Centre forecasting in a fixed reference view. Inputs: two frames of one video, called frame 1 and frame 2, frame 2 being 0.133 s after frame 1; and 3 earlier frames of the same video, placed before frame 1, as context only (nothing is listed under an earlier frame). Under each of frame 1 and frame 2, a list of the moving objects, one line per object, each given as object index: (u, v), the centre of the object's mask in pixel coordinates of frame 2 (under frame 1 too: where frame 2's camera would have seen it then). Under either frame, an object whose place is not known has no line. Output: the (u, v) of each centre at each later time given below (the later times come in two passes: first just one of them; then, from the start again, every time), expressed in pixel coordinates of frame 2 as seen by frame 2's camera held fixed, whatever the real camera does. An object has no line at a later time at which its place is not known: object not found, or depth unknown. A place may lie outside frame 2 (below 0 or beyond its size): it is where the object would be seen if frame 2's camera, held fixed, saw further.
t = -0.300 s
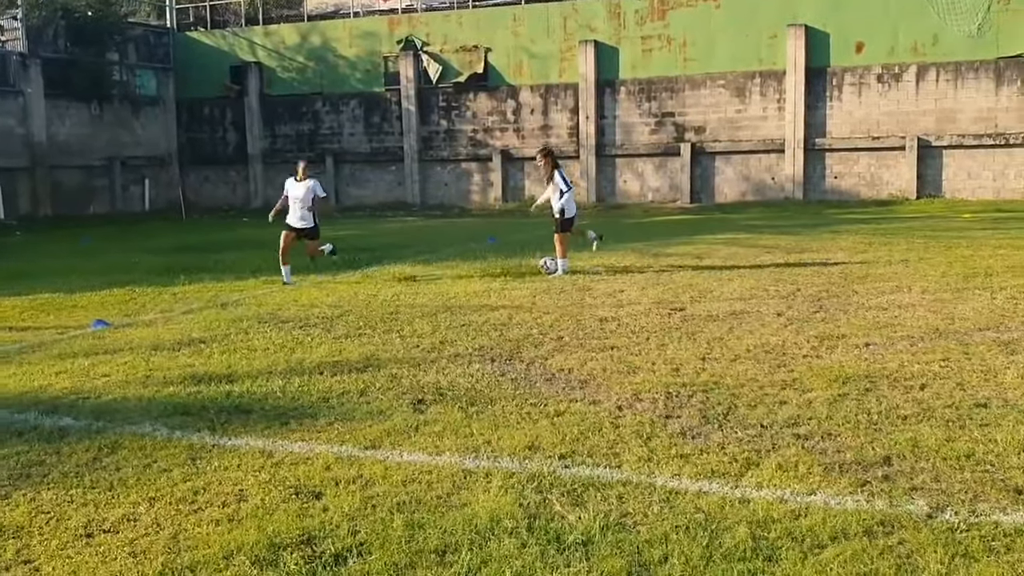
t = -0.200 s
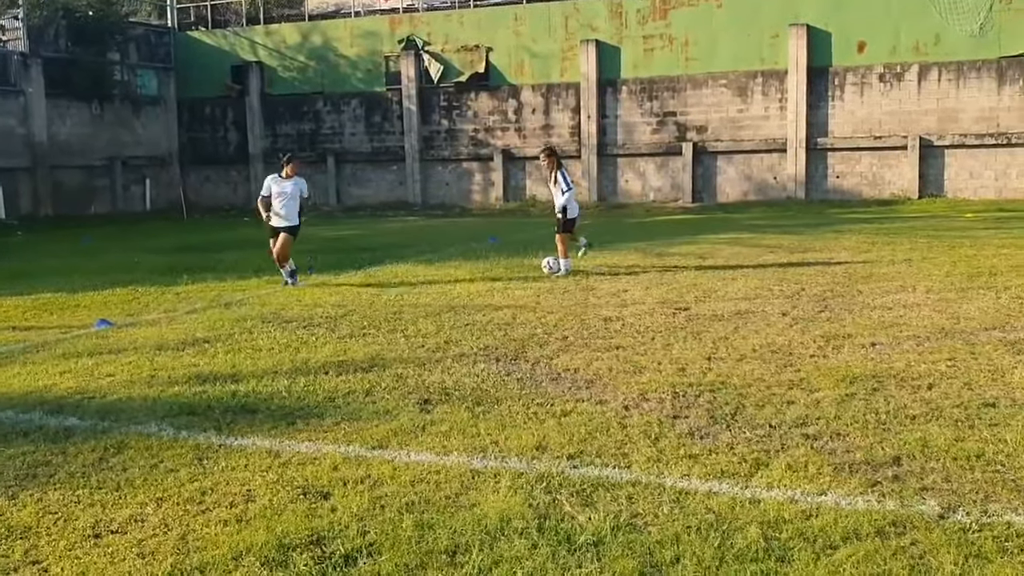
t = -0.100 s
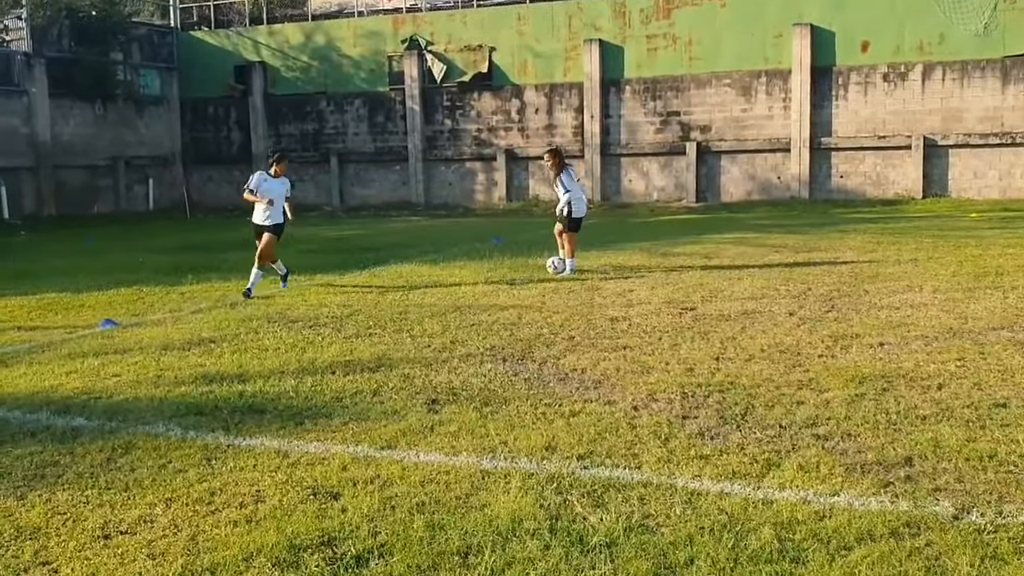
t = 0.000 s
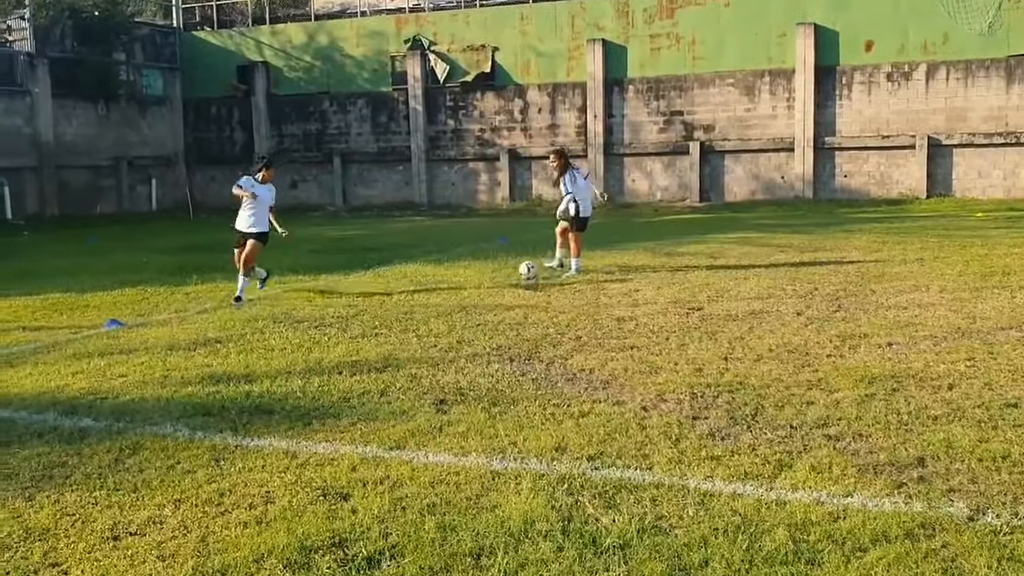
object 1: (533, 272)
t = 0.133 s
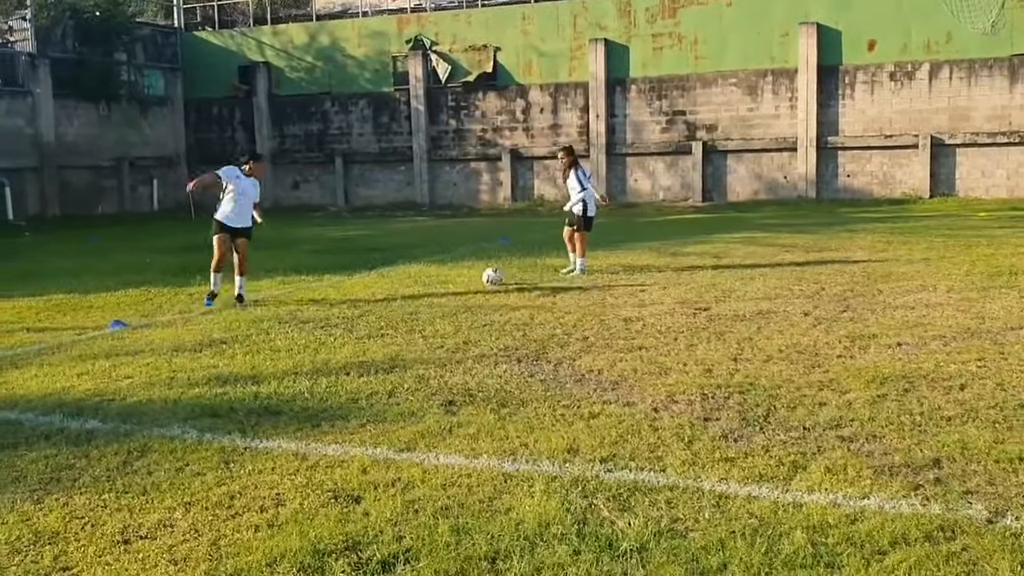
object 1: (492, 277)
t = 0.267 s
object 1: (455, 282)
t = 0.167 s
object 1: (483, 278)
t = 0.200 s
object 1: (473, 279)
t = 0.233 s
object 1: (463, 281)
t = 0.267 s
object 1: (455, 282)
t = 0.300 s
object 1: (446, 283)
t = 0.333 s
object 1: (437, 283)
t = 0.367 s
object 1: (428, 285)
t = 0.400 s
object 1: (418, 287)
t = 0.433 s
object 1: (409, 290)
